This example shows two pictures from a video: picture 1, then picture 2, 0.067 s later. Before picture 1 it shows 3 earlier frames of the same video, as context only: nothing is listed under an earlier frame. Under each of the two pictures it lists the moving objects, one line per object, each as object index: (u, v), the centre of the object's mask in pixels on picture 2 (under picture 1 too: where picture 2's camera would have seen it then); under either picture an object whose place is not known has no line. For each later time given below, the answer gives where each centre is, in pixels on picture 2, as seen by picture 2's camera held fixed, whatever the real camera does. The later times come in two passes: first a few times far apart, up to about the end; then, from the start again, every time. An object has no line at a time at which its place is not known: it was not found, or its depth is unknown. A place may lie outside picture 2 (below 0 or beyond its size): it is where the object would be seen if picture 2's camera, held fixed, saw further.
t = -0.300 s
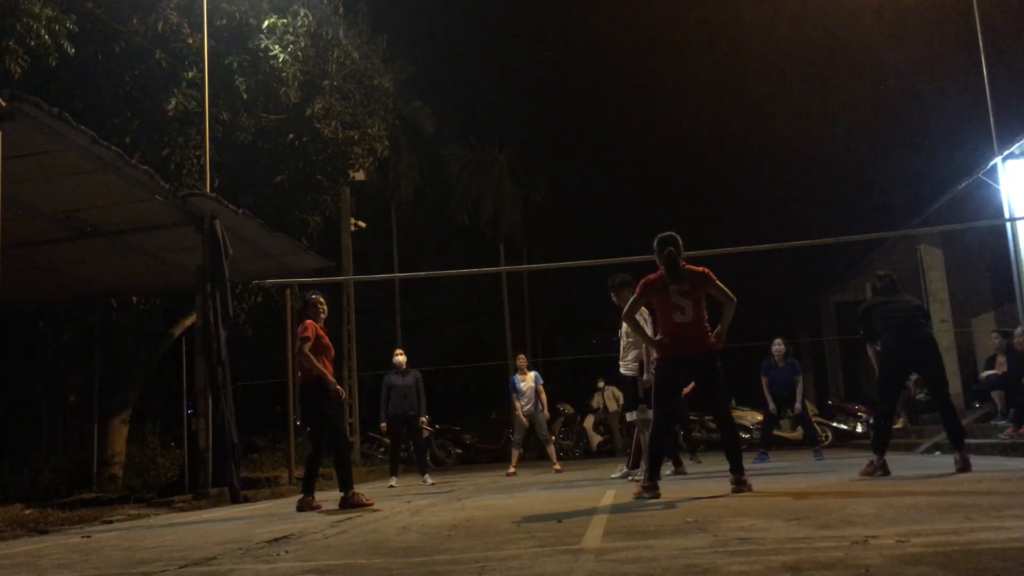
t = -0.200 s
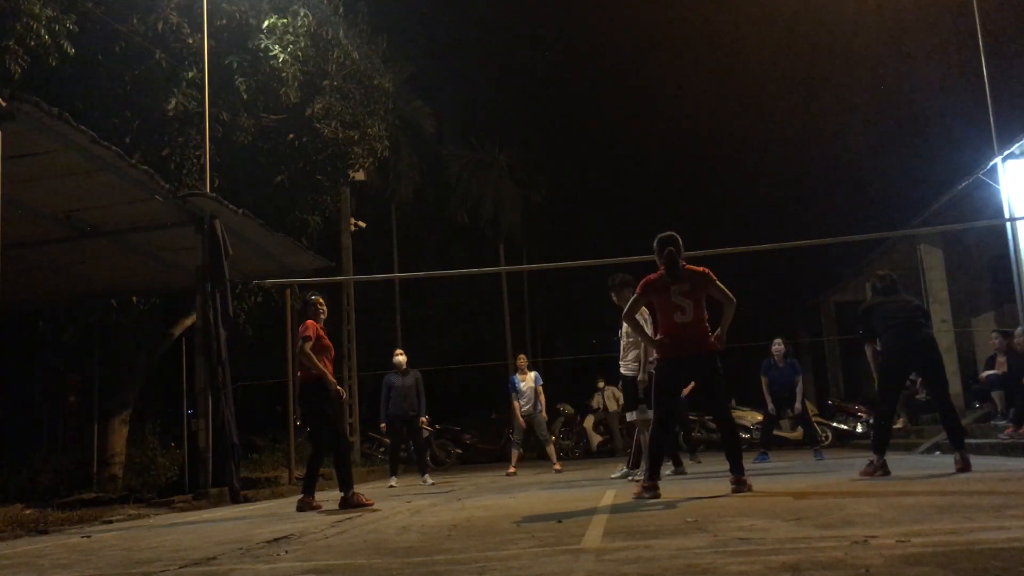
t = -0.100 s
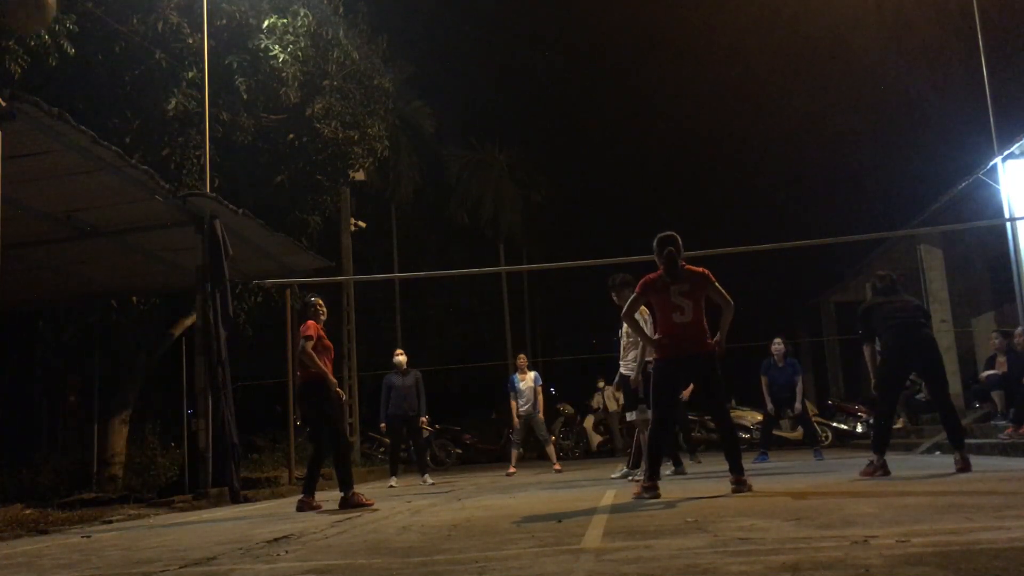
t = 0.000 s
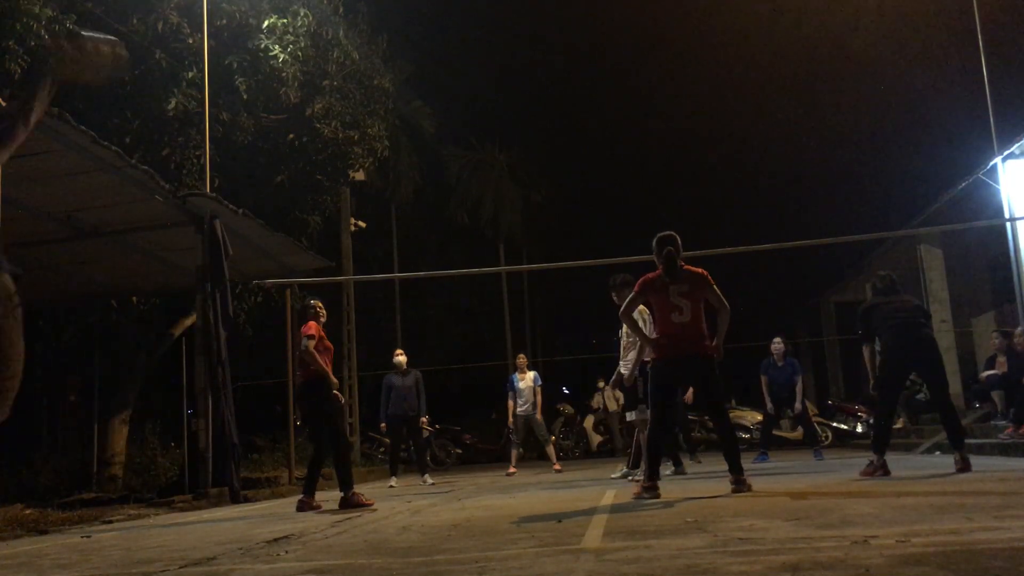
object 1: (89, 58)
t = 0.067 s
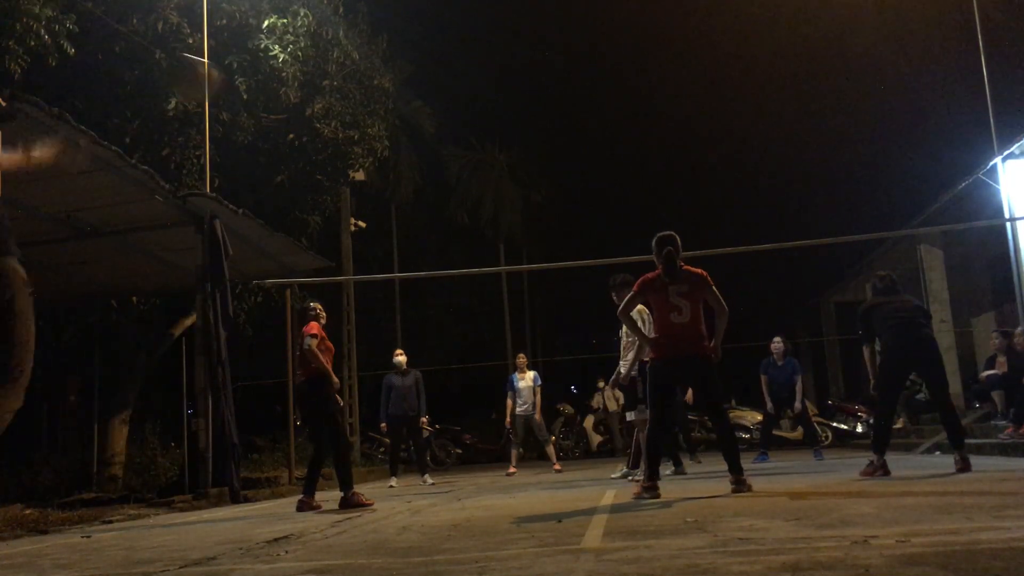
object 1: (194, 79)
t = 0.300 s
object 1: (372, 161)
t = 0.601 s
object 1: (465, 260)
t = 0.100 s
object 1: (234, 91)
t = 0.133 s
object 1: (266, 103)
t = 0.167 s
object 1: (293, 115)
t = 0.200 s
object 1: (318, 128)
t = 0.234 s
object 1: (337, 138)
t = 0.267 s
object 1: (356, 149)
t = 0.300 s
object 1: (372, 161)
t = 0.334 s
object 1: (386, 171)
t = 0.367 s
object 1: (399, 182)
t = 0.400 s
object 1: (411, 192)
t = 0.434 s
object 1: (422, 202)
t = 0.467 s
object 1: (432, 214)
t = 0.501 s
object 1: (441, 225)
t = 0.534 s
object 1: (449, 237)
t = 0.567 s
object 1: (458, 250)
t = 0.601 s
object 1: (465, 260)
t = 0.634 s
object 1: (472, 274)
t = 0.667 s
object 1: (480, 287)
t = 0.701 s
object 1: (485, 300)
